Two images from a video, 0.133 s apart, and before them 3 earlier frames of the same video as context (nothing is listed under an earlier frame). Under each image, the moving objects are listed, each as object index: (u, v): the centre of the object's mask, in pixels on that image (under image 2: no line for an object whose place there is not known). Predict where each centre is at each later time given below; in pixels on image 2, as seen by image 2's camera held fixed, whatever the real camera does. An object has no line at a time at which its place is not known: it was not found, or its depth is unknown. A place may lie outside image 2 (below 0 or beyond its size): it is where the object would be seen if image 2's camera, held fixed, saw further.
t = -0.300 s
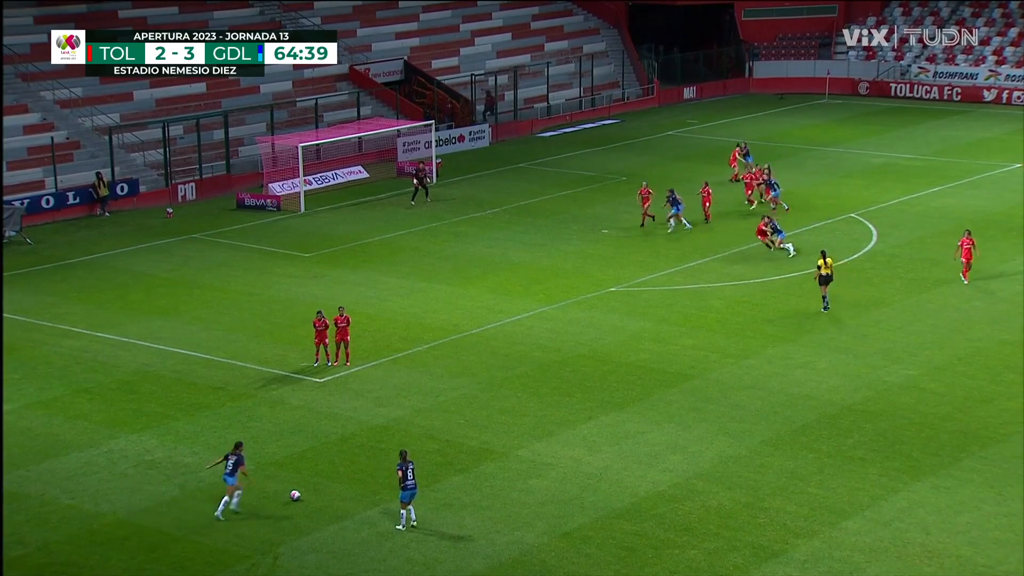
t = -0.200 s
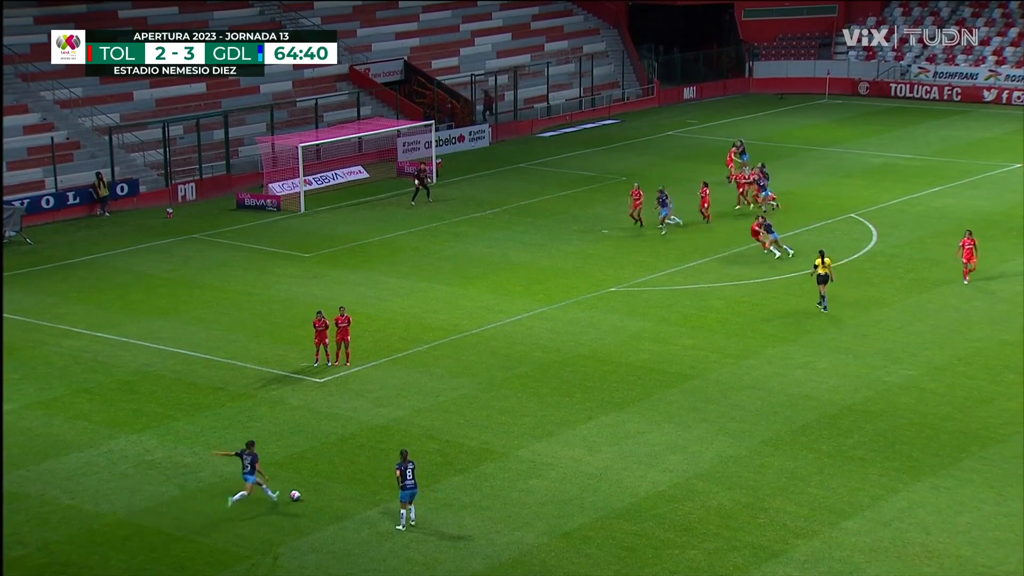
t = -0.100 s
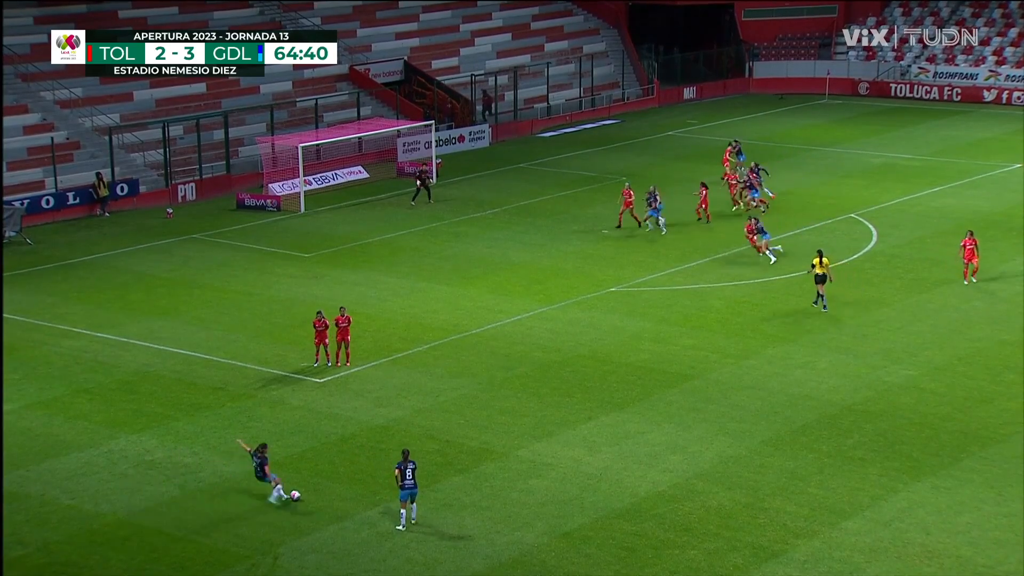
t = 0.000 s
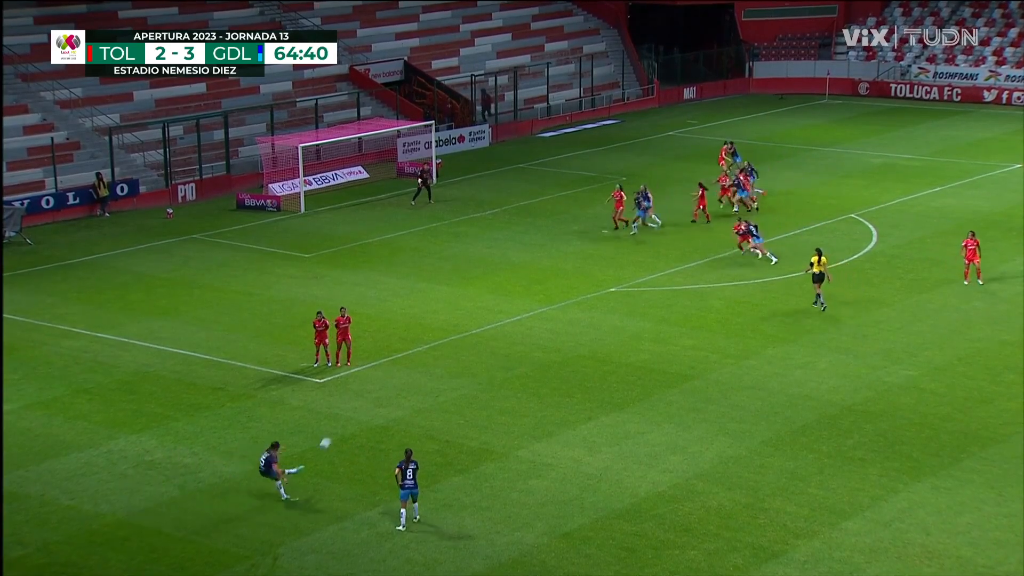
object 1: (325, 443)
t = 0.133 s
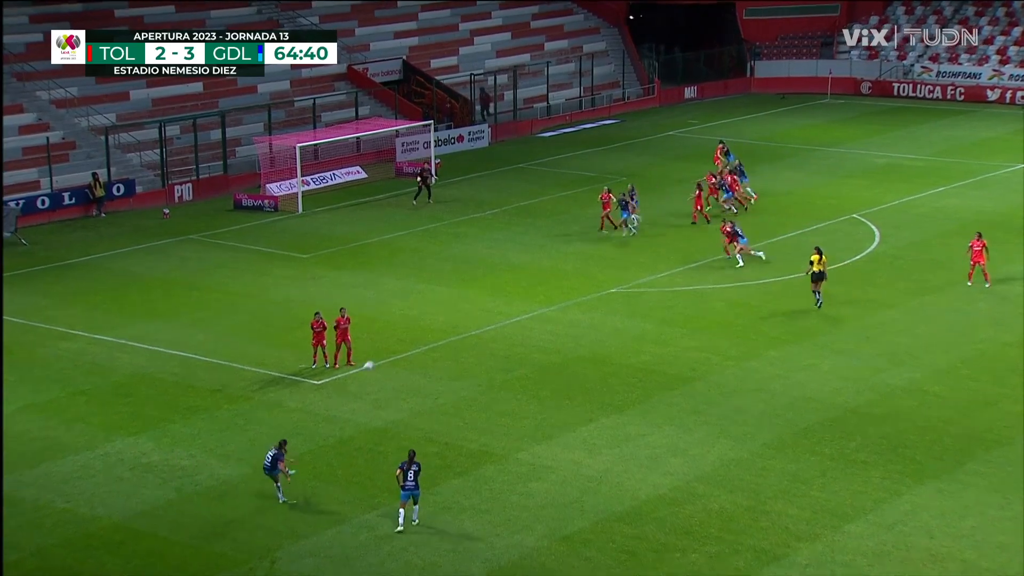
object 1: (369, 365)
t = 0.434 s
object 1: (433, 250)
